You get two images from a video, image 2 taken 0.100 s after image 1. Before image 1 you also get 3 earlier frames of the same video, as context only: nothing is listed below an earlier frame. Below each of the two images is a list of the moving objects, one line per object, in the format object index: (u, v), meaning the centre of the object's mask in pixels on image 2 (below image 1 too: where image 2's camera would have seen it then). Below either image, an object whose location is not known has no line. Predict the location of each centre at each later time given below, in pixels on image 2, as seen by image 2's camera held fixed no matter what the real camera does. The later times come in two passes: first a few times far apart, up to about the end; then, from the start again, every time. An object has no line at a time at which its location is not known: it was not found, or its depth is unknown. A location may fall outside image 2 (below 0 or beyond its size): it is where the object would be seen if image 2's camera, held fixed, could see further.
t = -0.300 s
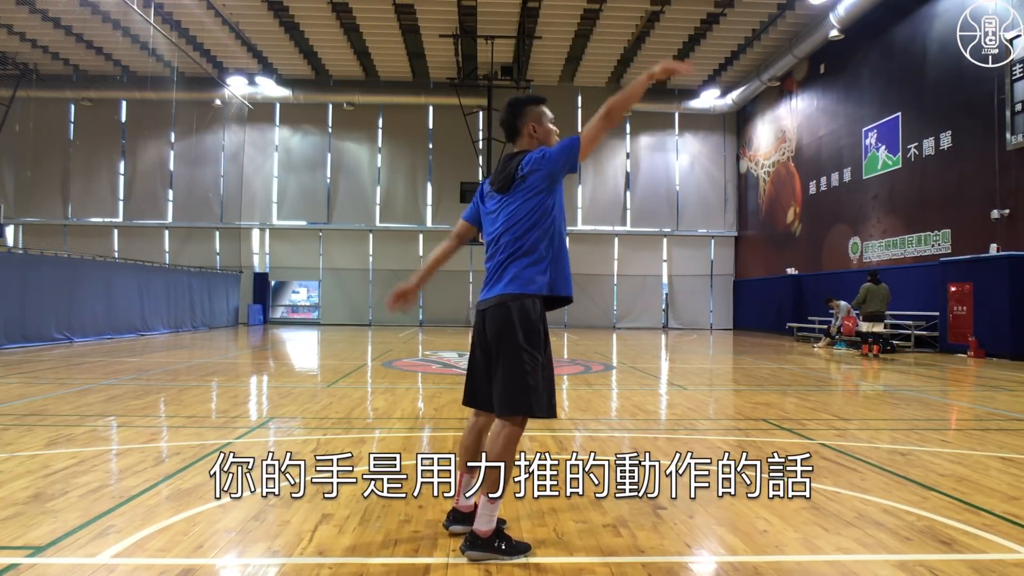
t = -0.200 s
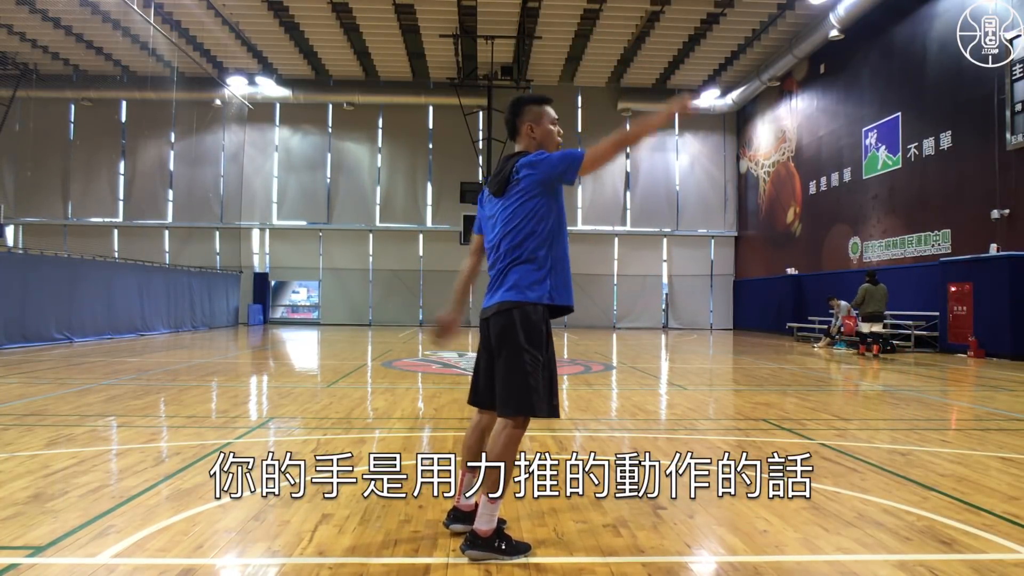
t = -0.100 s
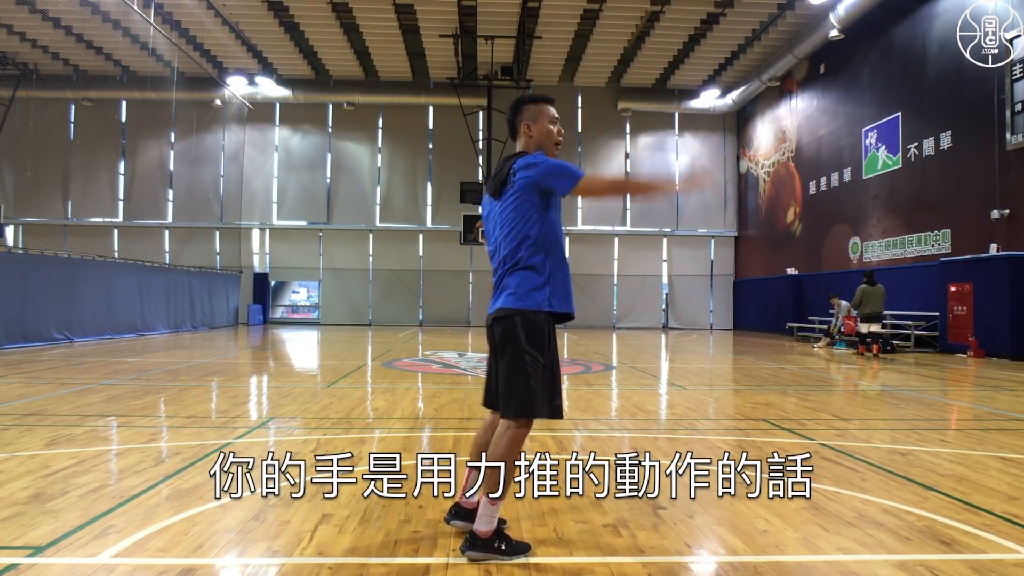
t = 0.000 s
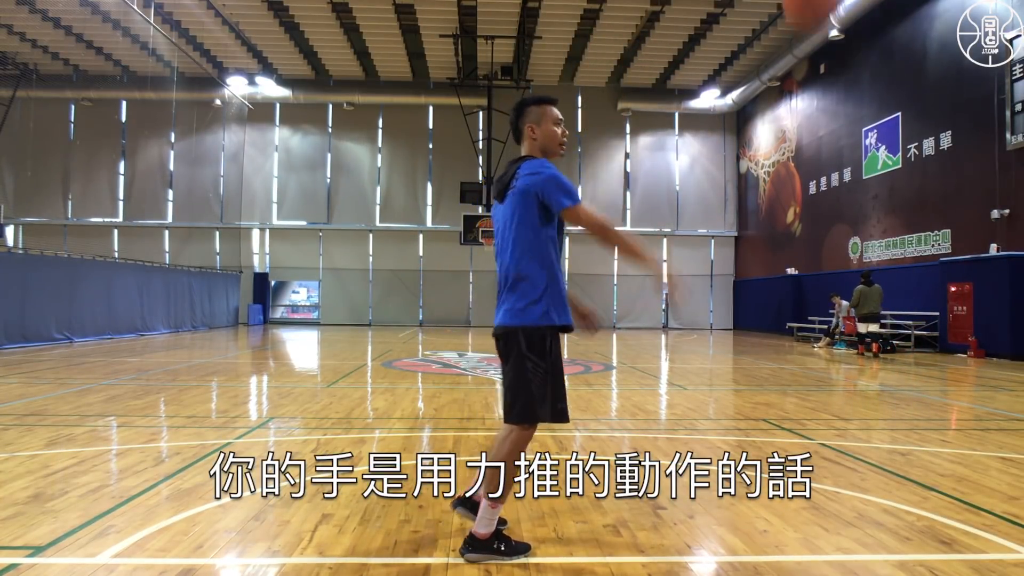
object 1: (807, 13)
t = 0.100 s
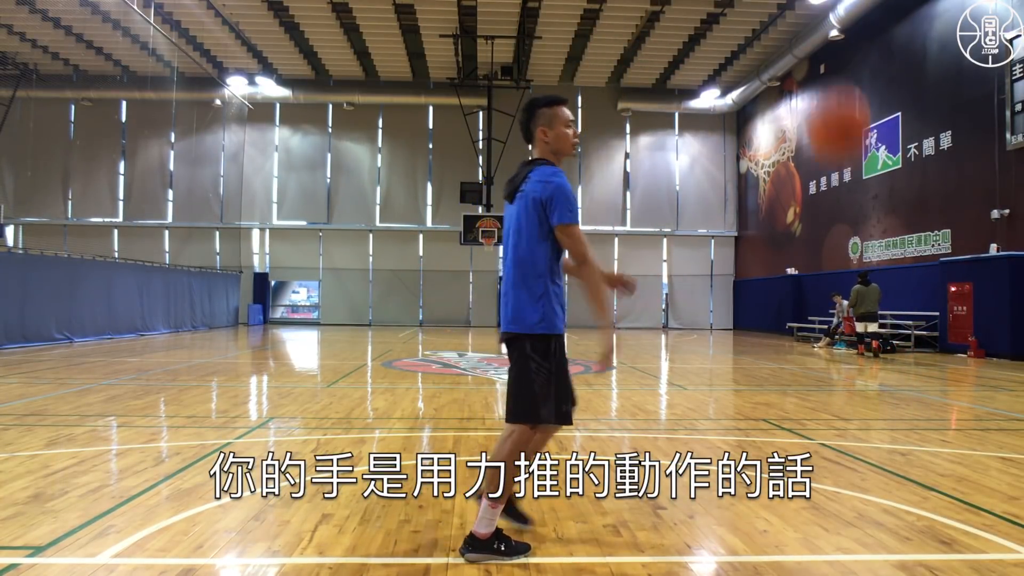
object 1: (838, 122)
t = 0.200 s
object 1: (864, 288)
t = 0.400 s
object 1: (893, 417)
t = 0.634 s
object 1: (883, 191)
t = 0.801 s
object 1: (874, 99)
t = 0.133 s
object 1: (846, 182)
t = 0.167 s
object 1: (853, 228)
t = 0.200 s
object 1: (864, 288)
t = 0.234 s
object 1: (873, 356)
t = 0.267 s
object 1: (883, 414)
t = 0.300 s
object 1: (891, 477)
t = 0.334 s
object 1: (895, 511)
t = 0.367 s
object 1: (894, 464)
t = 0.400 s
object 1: (893, 417)
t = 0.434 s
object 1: (892, 379)
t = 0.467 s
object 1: (891, 338)
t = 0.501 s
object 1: (889, 301)
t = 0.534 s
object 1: (888, 274)
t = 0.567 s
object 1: (886, 238)
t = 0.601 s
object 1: (884, 210)
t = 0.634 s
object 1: (883, 191)
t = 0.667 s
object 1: (882, 168)
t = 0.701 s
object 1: (879, 144)
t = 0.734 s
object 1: (878, 125)
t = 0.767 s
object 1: (876, 111)
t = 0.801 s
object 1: (874, 99)
